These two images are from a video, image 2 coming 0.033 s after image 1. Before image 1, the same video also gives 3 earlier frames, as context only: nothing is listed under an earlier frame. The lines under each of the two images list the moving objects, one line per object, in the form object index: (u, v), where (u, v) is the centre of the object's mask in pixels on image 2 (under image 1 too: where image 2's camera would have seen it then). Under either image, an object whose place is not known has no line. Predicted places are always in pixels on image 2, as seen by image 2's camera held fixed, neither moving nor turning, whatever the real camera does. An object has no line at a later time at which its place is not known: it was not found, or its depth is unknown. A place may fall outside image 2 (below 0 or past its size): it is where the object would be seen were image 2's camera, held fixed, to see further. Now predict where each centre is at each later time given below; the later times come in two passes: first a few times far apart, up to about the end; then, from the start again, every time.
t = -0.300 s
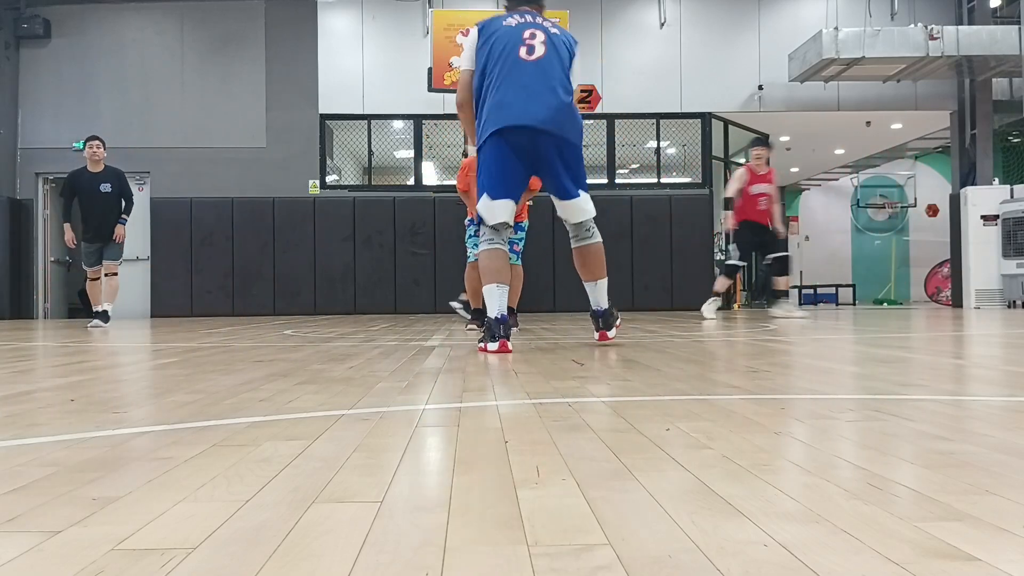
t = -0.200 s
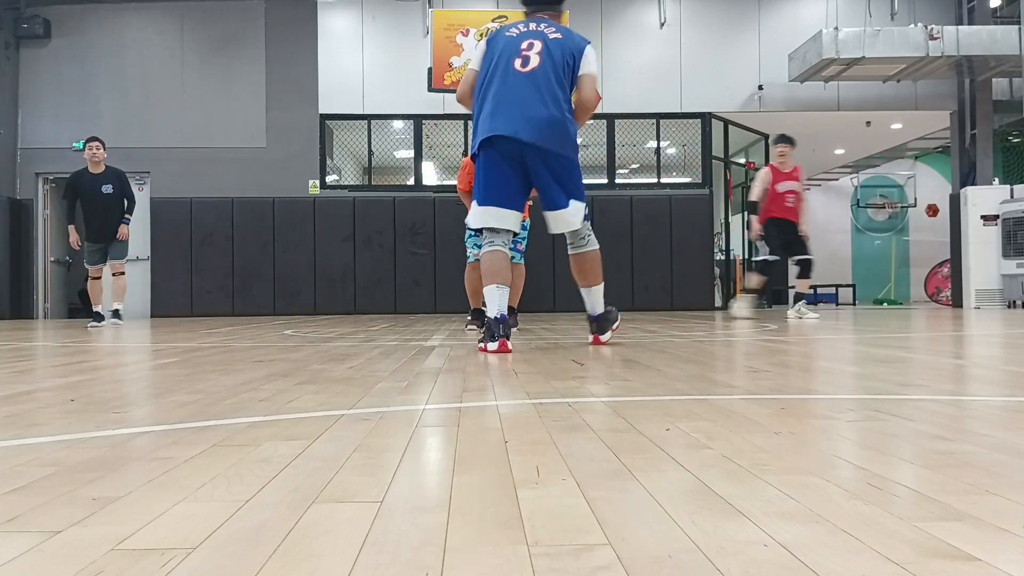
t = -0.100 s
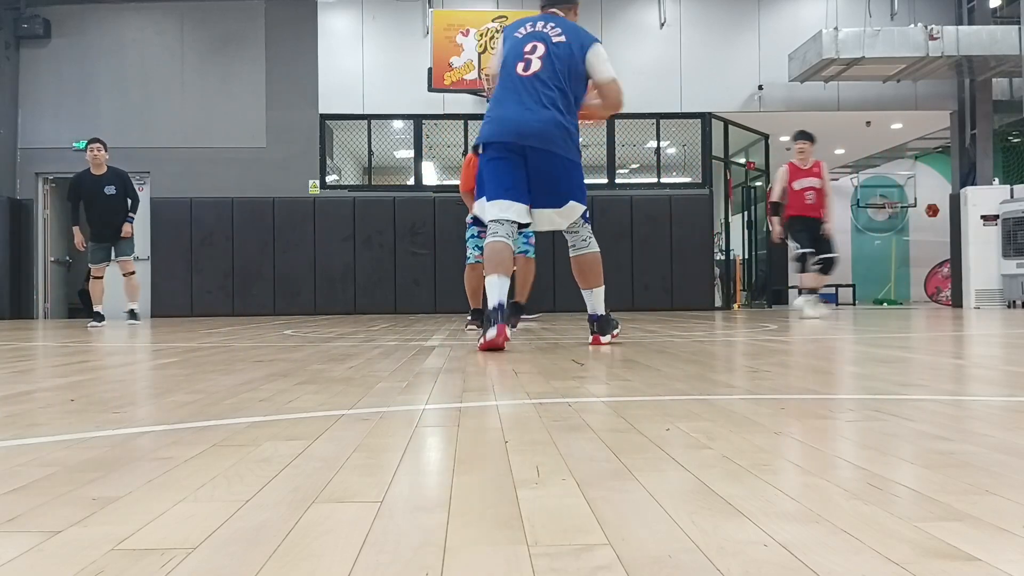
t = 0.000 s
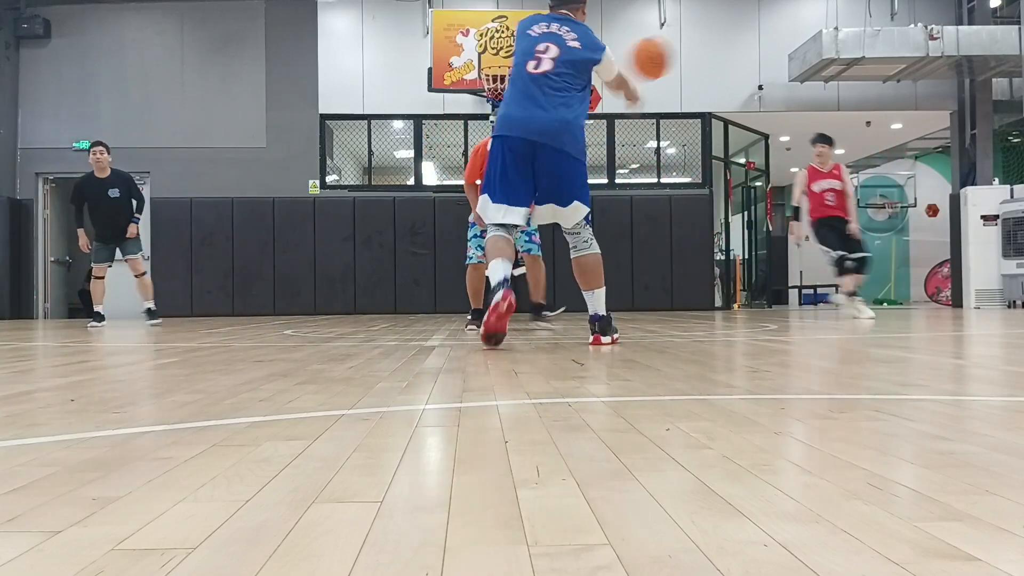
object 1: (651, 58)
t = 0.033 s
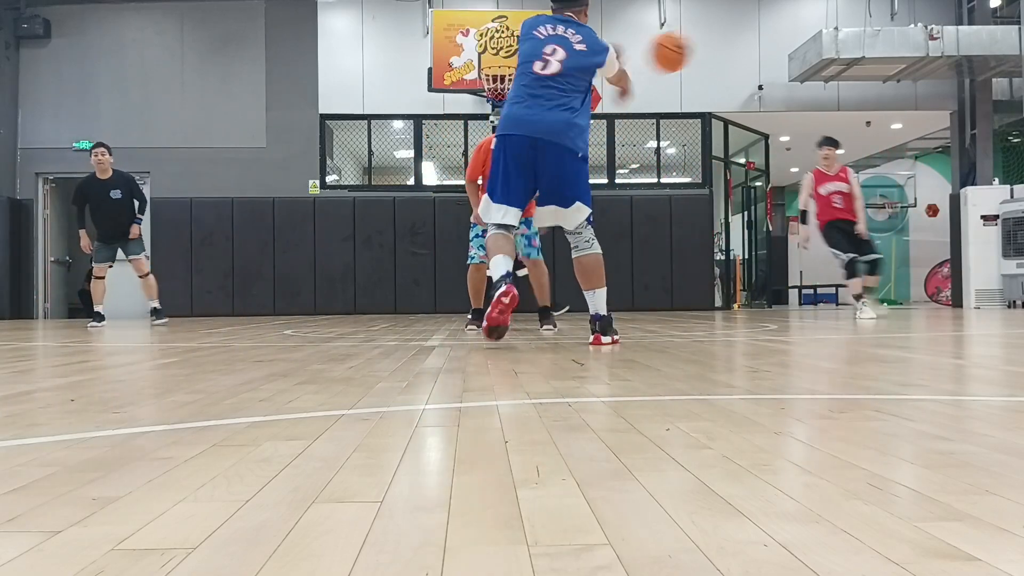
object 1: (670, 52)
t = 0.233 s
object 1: (759, 51)
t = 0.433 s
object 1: (821, 92)
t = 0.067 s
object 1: (688, 47)
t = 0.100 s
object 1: (704, 45)
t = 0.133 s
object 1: (720, 44)
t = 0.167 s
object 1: (733, 44)
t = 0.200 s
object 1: (747, 47)
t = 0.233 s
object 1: (759, 51)
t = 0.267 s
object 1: (771, 55)
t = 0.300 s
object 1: (783, 61)
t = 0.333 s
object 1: (794, 68)
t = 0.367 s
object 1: (803, 74)
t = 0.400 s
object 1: (813, 83)
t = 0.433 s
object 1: (821, 92)
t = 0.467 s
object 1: (830, 103)
